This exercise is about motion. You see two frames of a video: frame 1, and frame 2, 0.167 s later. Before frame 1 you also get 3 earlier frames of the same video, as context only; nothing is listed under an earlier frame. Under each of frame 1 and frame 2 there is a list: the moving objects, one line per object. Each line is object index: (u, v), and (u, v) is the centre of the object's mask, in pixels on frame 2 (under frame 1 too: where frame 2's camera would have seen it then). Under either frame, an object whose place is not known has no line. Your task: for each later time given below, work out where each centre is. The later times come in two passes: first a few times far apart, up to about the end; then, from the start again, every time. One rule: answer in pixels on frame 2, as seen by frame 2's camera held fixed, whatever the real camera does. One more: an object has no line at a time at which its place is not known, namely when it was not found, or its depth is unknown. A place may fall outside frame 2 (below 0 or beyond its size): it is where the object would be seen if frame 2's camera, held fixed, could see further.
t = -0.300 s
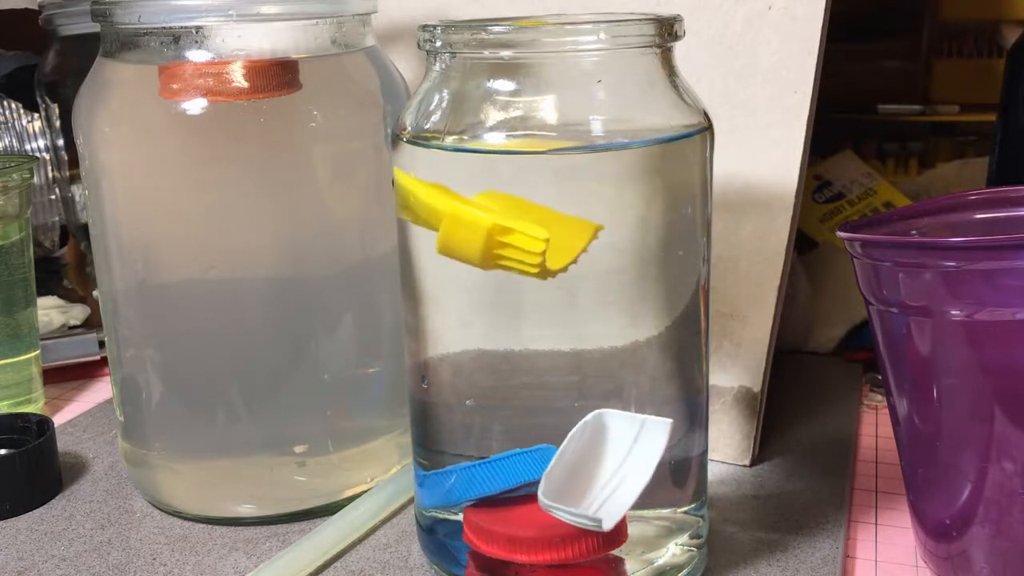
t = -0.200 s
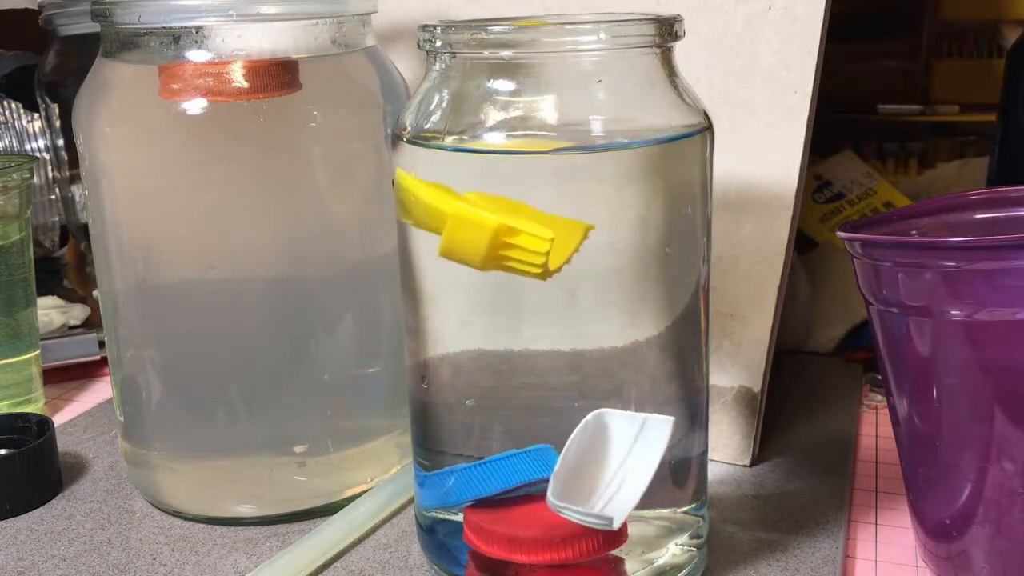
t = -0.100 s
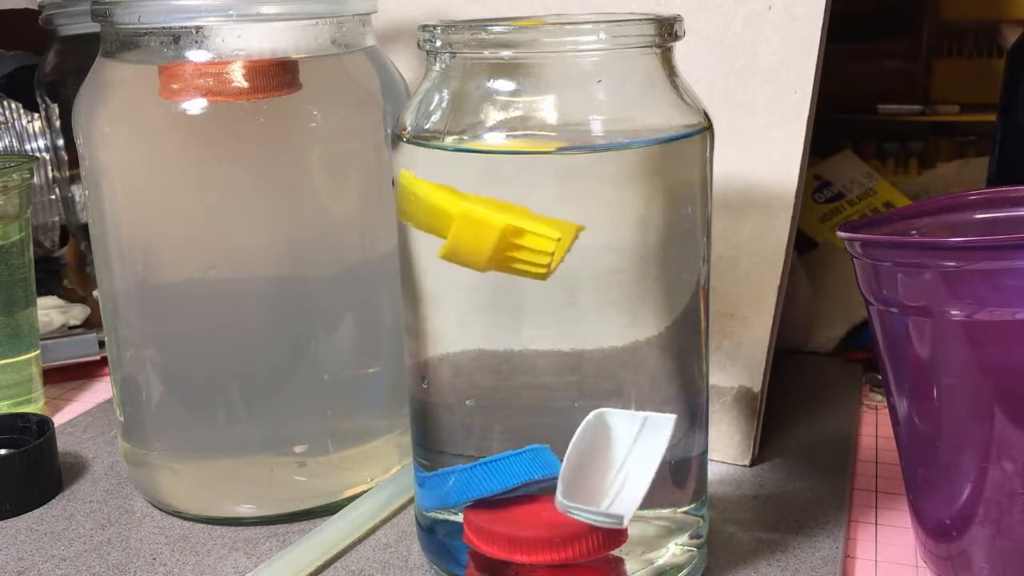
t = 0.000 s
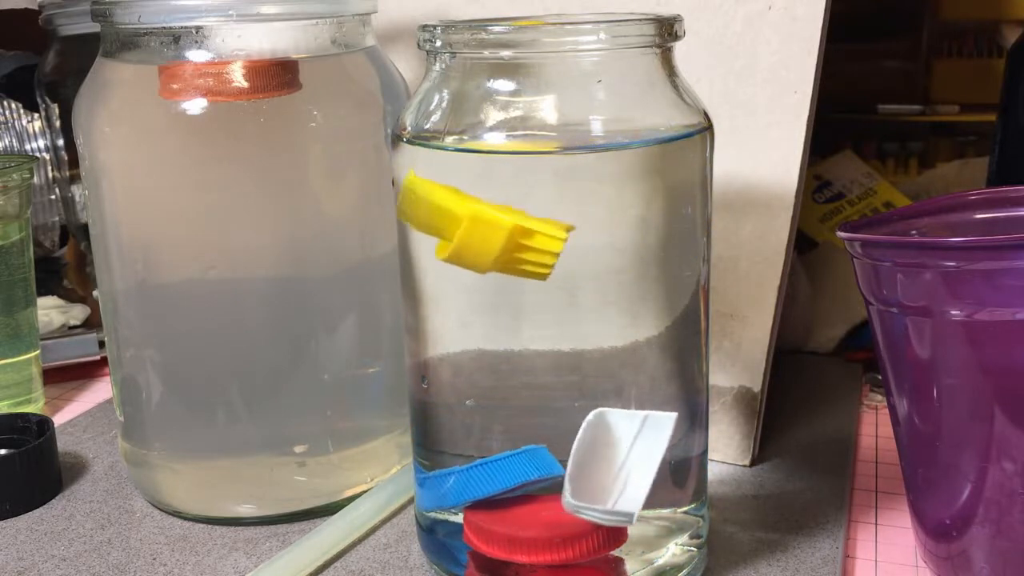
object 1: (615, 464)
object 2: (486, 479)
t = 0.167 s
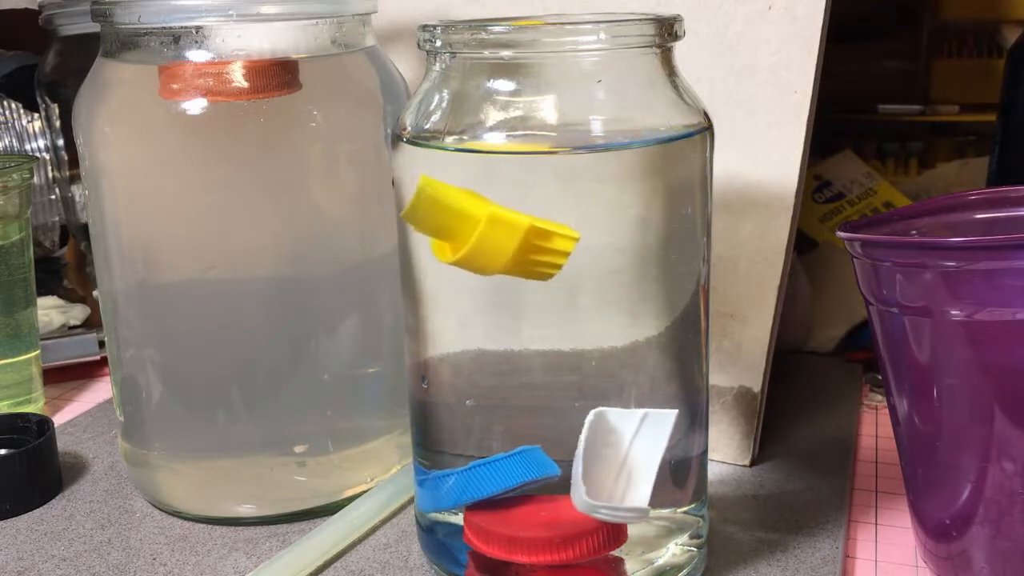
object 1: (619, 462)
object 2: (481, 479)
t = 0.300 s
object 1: (621, 461)
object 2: (480, 480)
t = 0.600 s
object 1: (624, 459)
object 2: (476, 481)
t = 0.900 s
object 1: (623, 458)
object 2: (472, 483)
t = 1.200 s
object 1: (623, 459)
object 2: (469, 484)
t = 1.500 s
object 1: (625, 459)
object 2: (468, 484)
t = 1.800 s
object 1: (627, 458)
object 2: (467, 485)
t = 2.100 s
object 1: (628, 456)
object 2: (467, 485)
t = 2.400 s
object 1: (624, 452)
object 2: (466, 486)
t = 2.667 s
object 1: (617, 449)
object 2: (466, 486)
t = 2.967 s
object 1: (609, 448)
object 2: (465, 485)
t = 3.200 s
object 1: (604, 447)
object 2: (465, 485)
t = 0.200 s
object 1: (620, 462)
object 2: (481, 479)
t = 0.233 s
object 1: (621, 461)
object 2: (481, 480)
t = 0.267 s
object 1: (621, 461)
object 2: (481, 480)
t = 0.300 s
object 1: (621, 461)
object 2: (480, 480)
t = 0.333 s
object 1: (622, 461)
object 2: (479, 480)
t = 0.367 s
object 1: (622, 460)
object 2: (479, 480)
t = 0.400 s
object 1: (622, 460)
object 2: (478, 480)
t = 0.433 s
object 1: (623, 460)
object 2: (478, 480)
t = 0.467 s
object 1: (623, 460)
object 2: (478, 480)
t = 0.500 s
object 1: (623, 460)
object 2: (477, 481)
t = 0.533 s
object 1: (623, 459)
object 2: (477, 481)
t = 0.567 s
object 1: (623, 459)
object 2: (477, 481)
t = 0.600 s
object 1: (624, 459)
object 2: (476, 481)
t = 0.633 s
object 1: (624, 459)
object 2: (476, 481)
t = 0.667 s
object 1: (624, 459)
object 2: (475, 481)
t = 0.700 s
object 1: (624, 459)
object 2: (475, 482)
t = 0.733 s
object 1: (624, 458)
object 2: (474, 482)
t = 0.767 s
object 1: (623, 458)
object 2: (474, 482)
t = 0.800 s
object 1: (623, 458)
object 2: (473, 482)
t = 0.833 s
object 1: (623, 458)
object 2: (473, 482)
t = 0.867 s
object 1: (623, 458)
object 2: (472, 483)
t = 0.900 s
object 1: (623, 458)
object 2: (472, 483)
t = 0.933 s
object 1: (623, 458)
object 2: (471, 483)
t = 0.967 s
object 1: (623, 458)
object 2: (471, 483)
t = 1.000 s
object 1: (623, 458)
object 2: (471, 483)
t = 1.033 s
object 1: (623, 458)
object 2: (471, 483)
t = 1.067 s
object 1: (623, 458)
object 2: (470, 483)
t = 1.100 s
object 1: (623, 458)
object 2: (470, 483)
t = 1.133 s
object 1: (623, 459)
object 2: (470, 484)
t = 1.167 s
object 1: (623, 459)
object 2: (470, 484)
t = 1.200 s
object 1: (623, 459)
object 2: (469, 484)
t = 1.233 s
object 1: (623, 459)
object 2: (469, 484)
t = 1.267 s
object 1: (623, 459)
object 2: (469, 484)
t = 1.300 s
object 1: (623, 459)
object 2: (469, 484)
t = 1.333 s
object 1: (624, 459)
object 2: (469, 484)
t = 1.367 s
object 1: (624, 459)
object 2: (468, 484)
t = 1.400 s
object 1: (624, 459)
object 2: (468, 484)
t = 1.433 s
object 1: (624, 459)
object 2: (468, 484)
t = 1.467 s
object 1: (625, 459)
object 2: (468, 484)
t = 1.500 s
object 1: (625, 459)
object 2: (468, 484)
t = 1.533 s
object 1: (625, 459)
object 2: (468, 485)
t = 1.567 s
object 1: (625, 459)
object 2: (468, 485)
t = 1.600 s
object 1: (626, 459)
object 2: (468, 485)
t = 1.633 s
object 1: (626, 459)
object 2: (468, 485)
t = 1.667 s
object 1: (626, 459)
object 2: (467, 485)
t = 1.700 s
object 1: (626, 459)
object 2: (467, 485)
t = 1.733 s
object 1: (627, 458)
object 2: (468, 485)
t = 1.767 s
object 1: (627, 458)
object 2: (467, 485)
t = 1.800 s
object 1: (627, 458)
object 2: (467, 485)
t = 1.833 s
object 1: (627, 458)
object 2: (467, 485)
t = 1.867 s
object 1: (628, 457)
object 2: (467, 485)
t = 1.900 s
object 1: (628, 457)
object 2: (467, 485)
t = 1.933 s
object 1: (628, 457)
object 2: (467, 485)
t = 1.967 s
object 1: (628, 457)
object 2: (467, 485)
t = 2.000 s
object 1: (628, 457)
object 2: (467, 485)
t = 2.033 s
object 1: (628, 456)
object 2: (467, 485)
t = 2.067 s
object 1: (628, 456)
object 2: (467, 485)
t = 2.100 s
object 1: (628, 456)
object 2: (467, 485)
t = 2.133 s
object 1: (628, 455)
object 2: (467, 485)
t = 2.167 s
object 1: (628, 455)
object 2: (467, 485)
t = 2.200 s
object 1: (628, 454)
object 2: (467, 486)
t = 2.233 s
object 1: (628, 454)
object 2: (467, 486)
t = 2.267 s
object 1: (627, 454)
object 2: (467, 486)
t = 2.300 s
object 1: (626, 453)
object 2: (467, 486)
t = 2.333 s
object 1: (626, 453)
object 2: (467, 486)
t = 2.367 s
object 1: (625, 452)
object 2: (467, 486)
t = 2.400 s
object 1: (624, 452)
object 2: (466, 486)
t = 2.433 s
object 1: (623, 452)
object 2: (467, 486)
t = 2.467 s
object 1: (622, 451)
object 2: (466, 486)
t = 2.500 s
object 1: (621, 451)
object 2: (466, 486)
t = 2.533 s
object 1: (620, 451)
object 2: (466, 486)
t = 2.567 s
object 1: (619, 450)
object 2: (466, 486)
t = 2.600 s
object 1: (619, 450)
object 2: (466, 486)
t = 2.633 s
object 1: (618, 450)
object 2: (466, 486)
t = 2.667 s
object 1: (617, 449)
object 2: (466, 486)
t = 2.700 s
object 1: (616, 449)
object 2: (466, 486)
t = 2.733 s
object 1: (615, 449)
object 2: (466, 485)
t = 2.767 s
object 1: (614, 449)
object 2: (466, 485)
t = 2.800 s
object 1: (613, 448)
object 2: (466, 485)
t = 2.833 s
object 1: (612, 448)
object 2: (466, 485)
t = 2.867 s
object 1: (611, 448)
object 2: (466, 485)
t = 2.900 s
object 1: (610, 448)
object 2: (466, 485)
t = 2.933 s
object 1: (610, 448)
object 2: (465, 485)
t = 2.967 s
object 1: (609, 448)
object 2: (465, 485)
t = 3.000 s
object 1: (609, 447)
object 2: (465, 485)
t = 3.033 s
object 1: (608, 447)
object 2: (465, 485)
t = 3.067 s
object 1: (607, 447)
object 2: (465, 485)
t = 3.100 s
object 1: (606, 447)
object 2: (465, 485)
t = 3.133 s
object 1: (605, 447)
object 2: (465, 485)
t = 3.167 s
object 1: (604, 447)
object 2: (465, 485)
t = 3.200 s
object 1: (604, 447)
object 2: (465, 485)
